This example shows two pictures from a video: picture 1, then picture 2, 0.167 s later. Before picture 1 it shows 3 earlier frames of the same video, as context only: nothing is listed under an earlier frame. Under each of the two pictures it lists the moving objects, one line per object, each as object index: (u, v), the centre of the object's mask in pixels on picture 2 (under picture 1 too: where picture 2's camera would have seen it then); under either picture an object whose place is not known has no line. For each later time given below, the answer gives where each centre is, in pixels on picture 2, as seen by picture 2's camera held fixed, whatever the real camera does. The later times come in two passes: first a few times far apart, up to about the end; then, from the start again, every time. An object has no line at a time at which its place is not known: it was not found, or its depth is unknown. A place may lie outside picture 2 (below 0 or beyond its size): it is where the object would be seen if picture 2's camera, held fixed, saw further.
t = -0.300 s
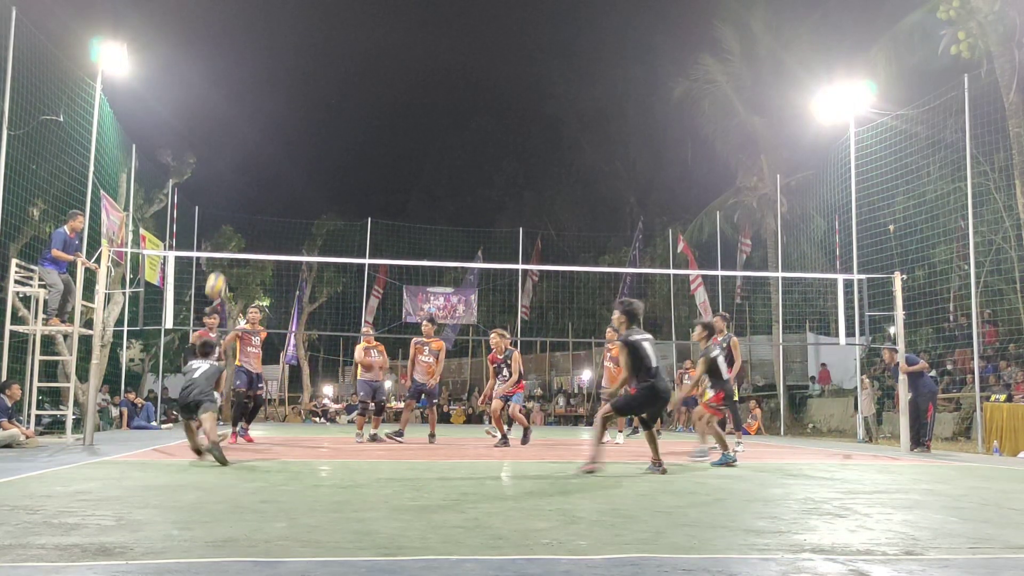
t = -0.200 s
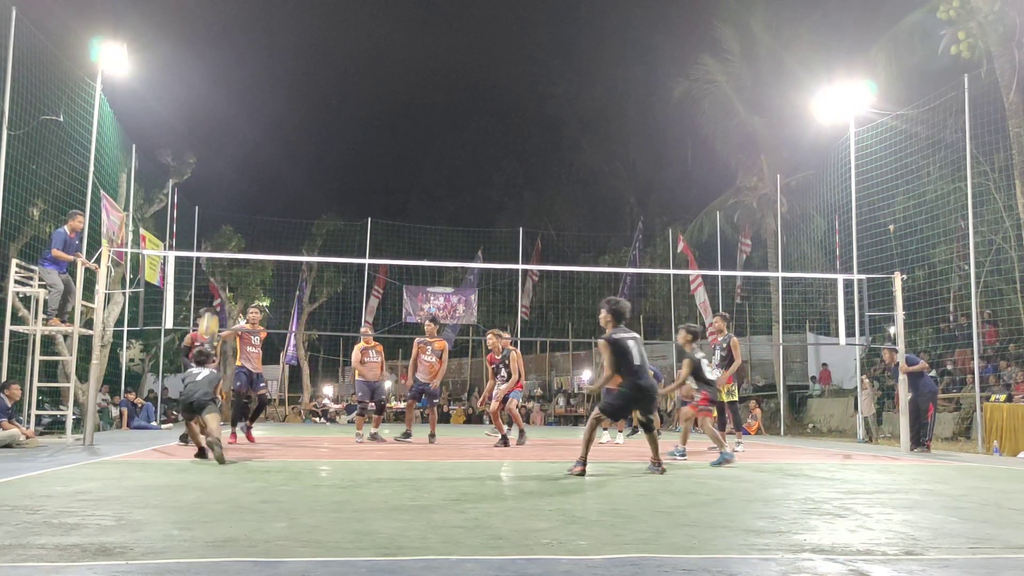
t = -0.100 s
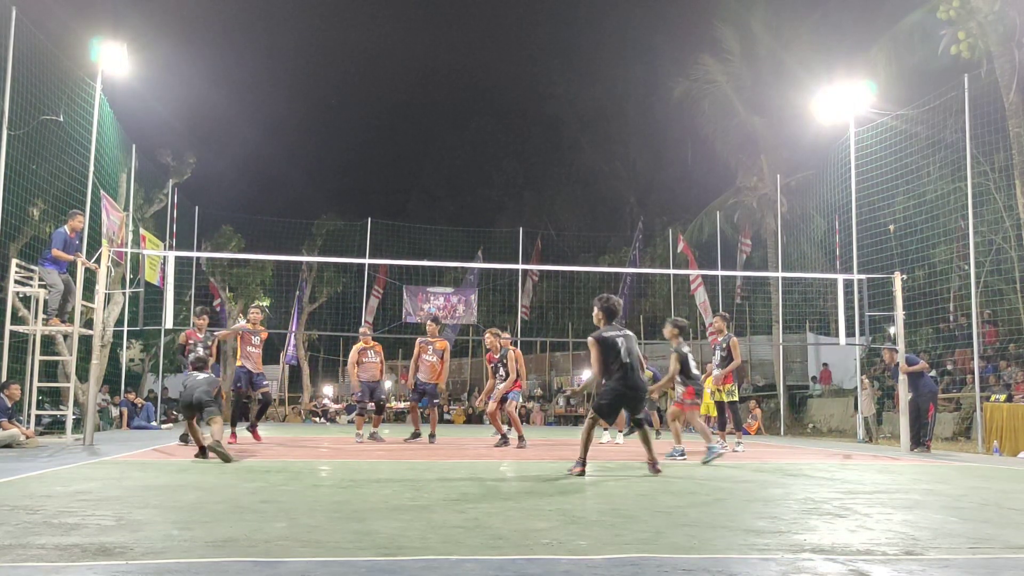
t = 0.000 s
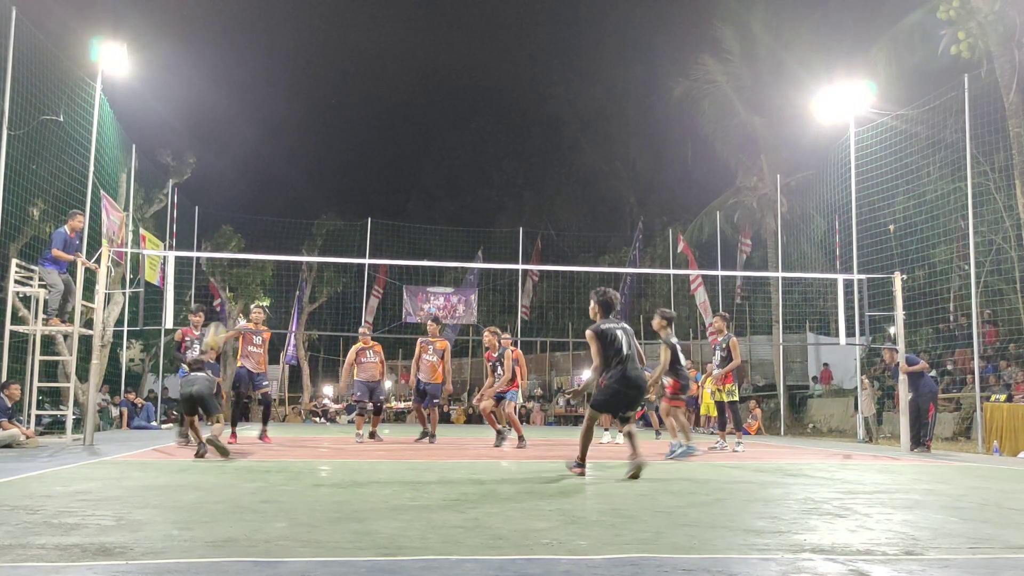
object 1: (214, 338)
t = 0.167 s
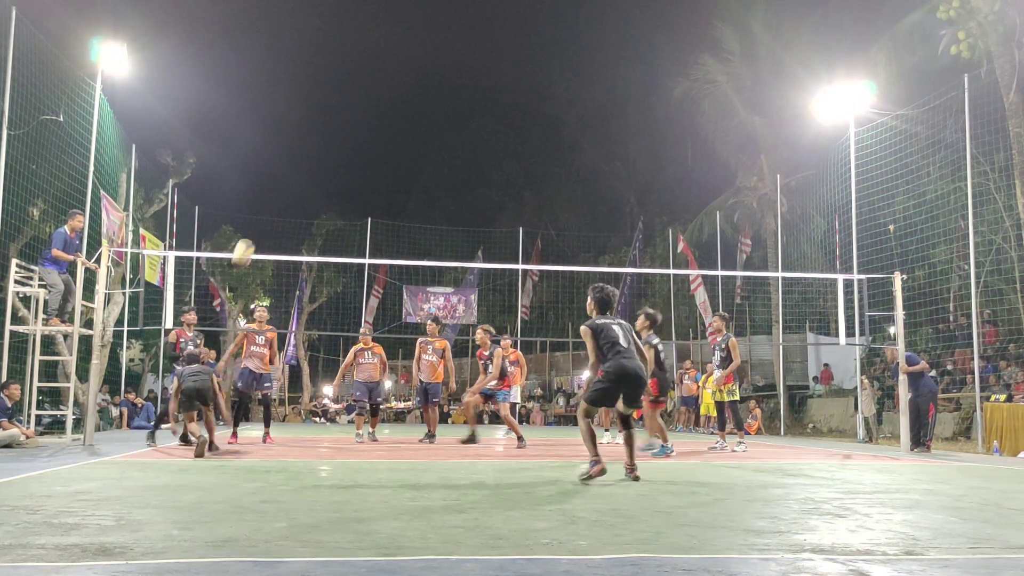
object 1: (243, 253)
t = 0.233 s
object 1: (254, 227)
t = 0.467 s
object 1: (288, 169)
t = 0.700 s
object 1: (318, 156)
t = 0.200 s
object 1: (248, 239)
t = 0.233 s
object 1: (254, 227)
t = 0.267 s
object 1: (259, 216)
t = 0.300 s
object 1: (264, 206)
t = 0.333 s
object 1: (269, 197)
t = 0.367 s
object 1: (274, 188)
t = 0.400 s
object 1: (279, 181)
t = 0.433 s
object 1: (284, 174)
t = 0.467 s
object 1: (288, 169)
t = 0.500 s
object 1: (293, 165)
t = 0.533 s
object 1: (297, 161)
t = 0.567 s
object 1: (301, 158)
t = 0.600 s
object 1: (306, 157)
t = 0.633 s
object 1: (310, 155)
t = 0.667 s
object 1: (314, 155)
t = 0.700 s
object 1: (318, 156)
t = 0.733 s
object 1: (322, 157)
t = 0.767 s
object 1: (326, 160)
